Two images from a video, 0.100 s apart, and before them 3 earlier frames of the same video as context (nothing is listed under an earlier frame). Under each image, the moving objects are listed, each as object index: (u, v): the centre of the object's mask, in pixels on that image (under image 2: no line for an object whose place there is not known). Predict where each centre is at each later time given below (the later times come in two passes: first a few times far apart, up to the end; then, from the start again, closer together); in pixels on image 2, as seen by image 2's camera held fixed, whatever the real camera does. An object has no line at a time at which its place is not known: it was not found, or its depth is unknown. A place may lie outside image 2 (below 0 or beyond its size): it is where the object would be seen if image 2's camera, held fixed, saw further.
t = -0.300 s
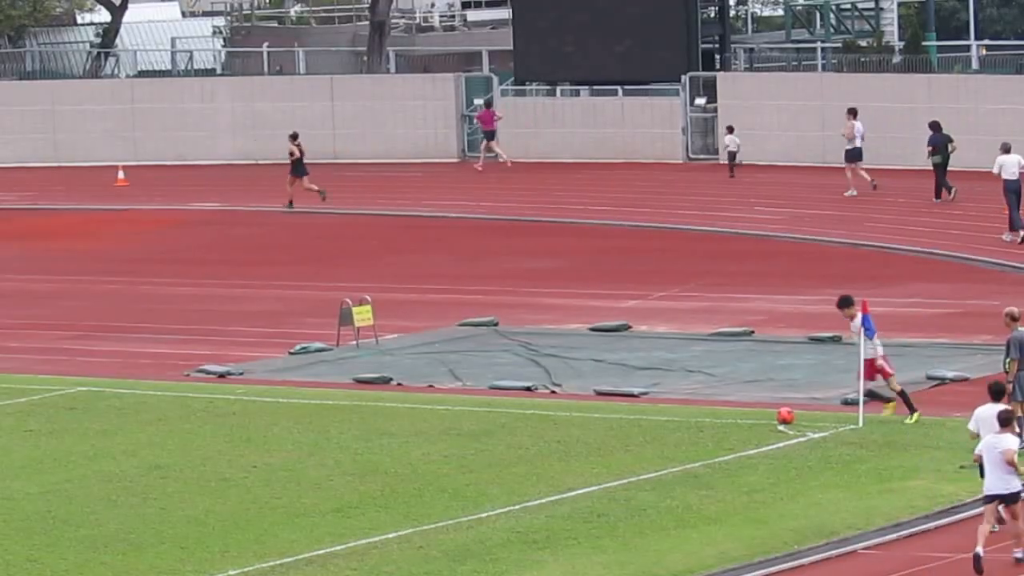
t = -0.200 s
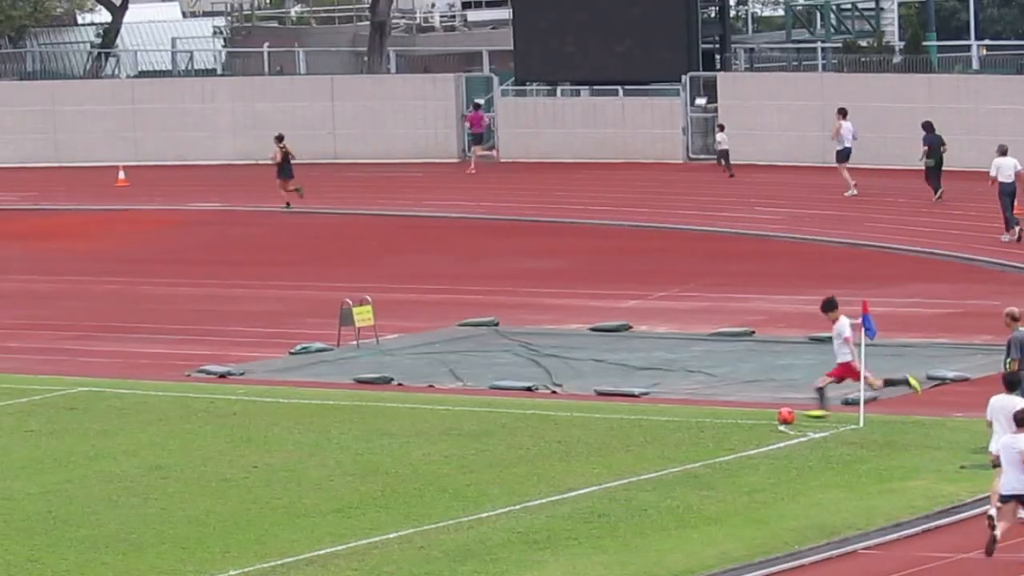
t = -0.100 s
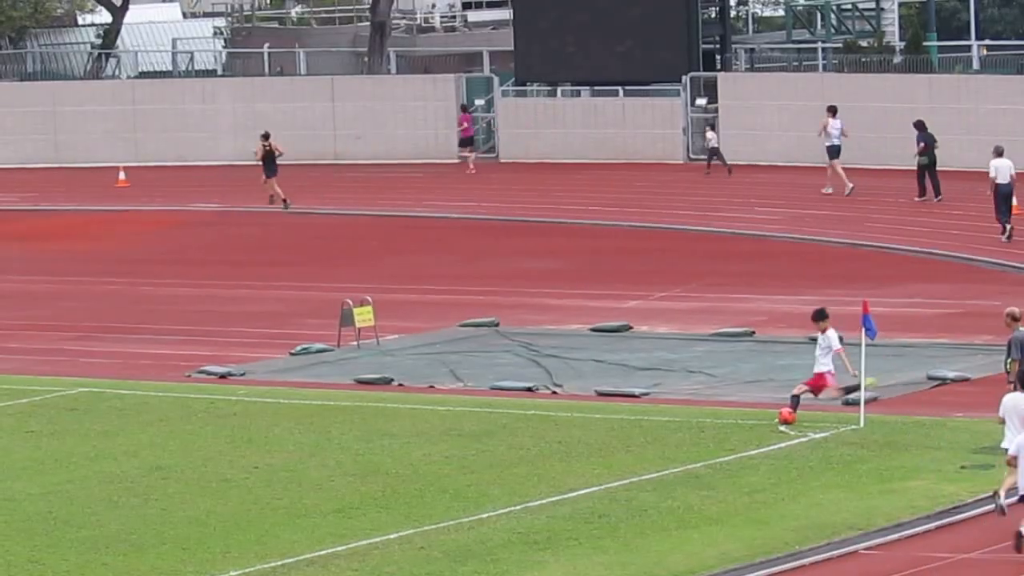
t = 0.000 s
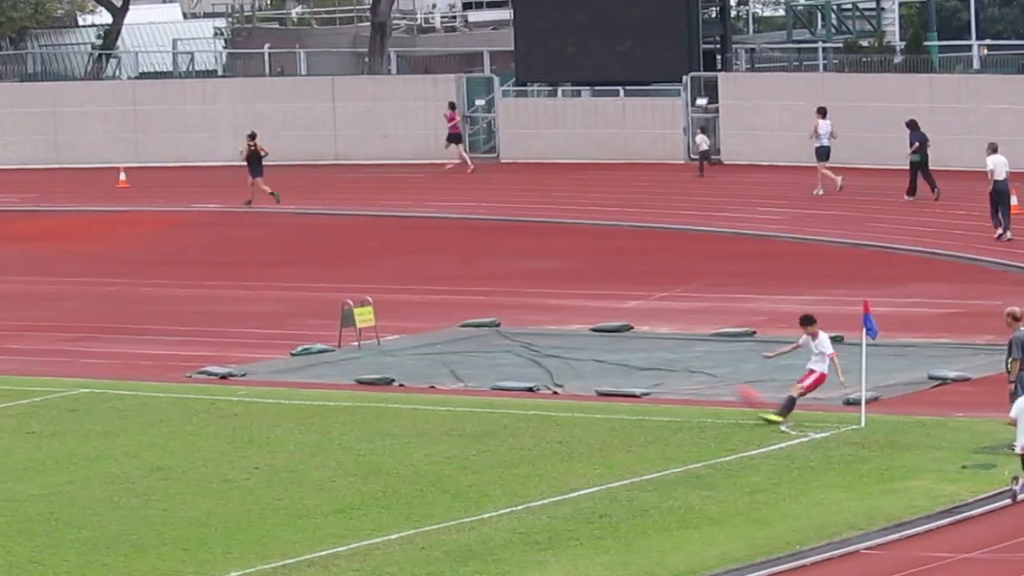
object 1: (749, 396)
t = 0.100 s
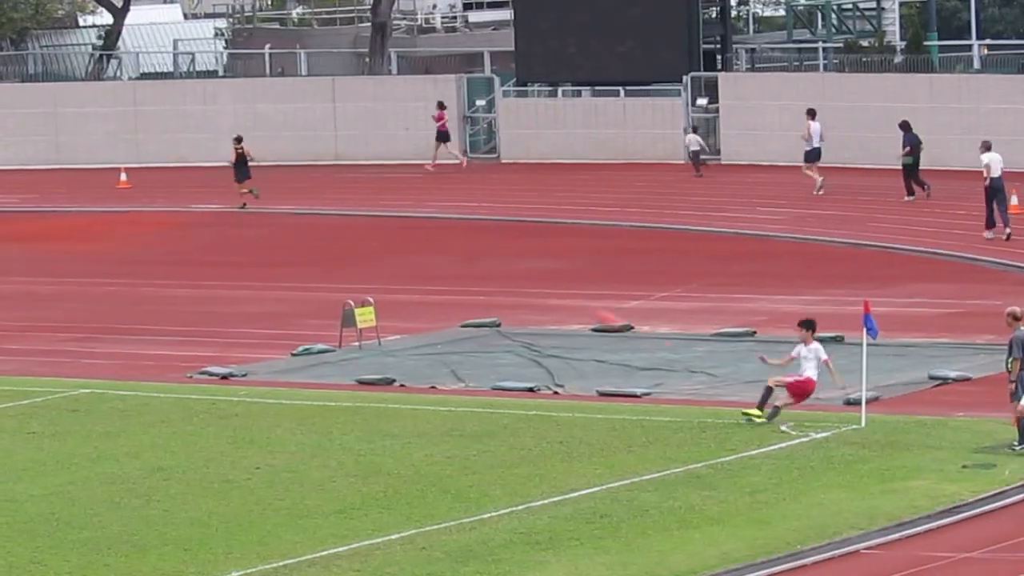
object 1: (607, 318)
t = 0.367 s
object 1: (265, 153)
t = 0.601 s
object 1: (-20, 39)
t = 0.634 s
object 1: (-61, 25)
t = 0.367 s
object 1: (265, 153)
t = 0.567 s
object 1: (21, 54)
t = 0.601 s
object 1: (-20, 39)
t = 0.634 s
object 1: (-61, 25)
